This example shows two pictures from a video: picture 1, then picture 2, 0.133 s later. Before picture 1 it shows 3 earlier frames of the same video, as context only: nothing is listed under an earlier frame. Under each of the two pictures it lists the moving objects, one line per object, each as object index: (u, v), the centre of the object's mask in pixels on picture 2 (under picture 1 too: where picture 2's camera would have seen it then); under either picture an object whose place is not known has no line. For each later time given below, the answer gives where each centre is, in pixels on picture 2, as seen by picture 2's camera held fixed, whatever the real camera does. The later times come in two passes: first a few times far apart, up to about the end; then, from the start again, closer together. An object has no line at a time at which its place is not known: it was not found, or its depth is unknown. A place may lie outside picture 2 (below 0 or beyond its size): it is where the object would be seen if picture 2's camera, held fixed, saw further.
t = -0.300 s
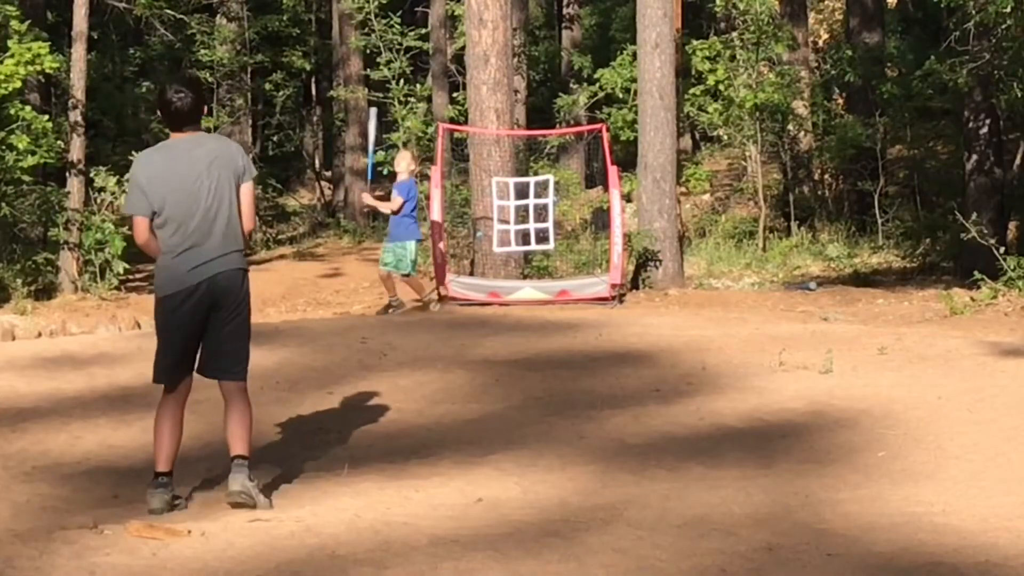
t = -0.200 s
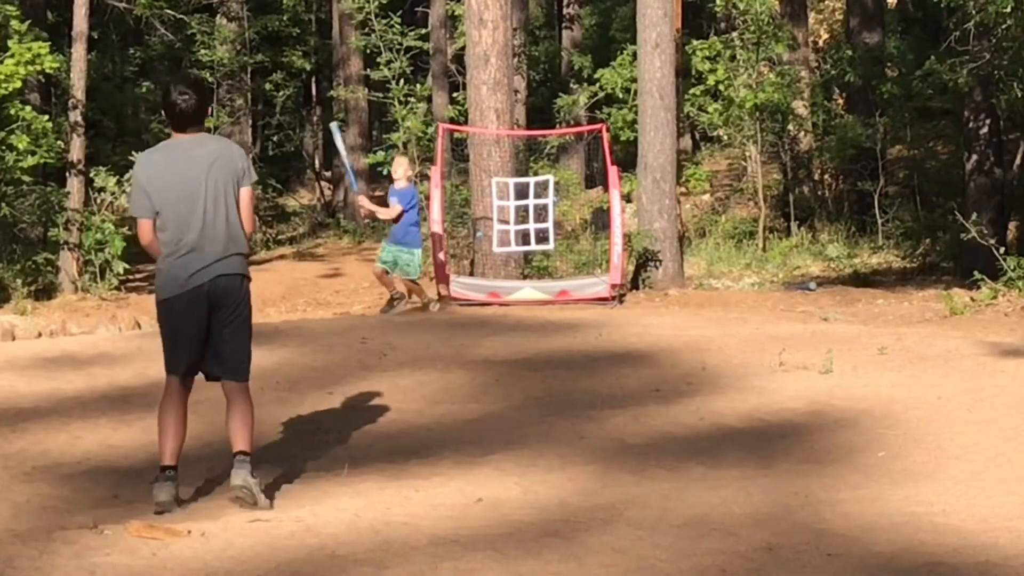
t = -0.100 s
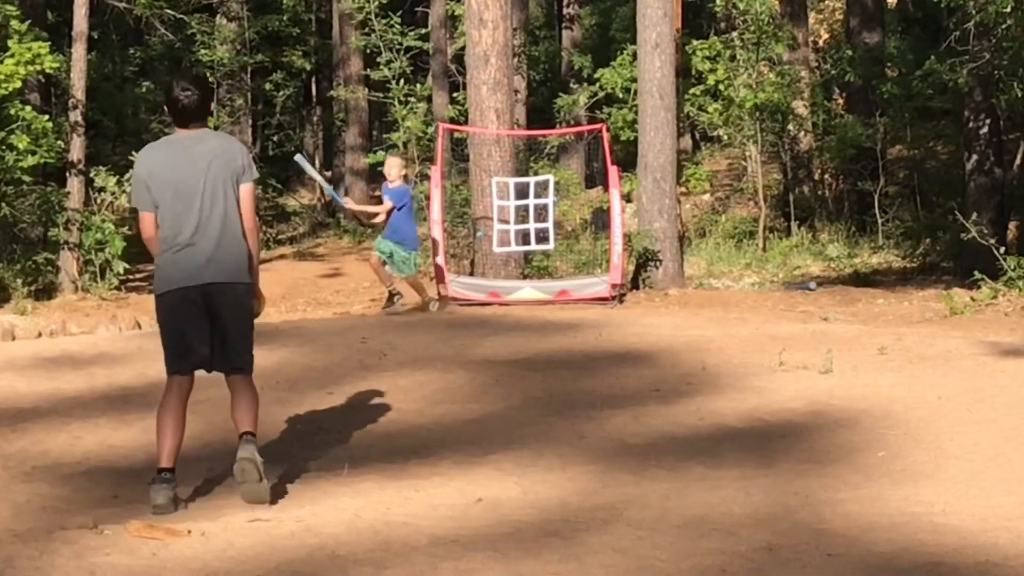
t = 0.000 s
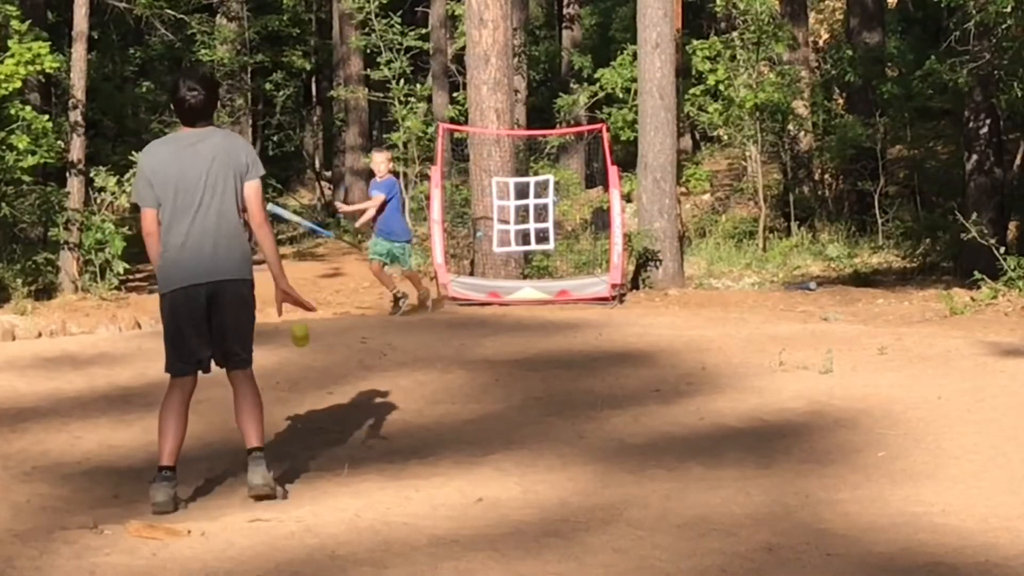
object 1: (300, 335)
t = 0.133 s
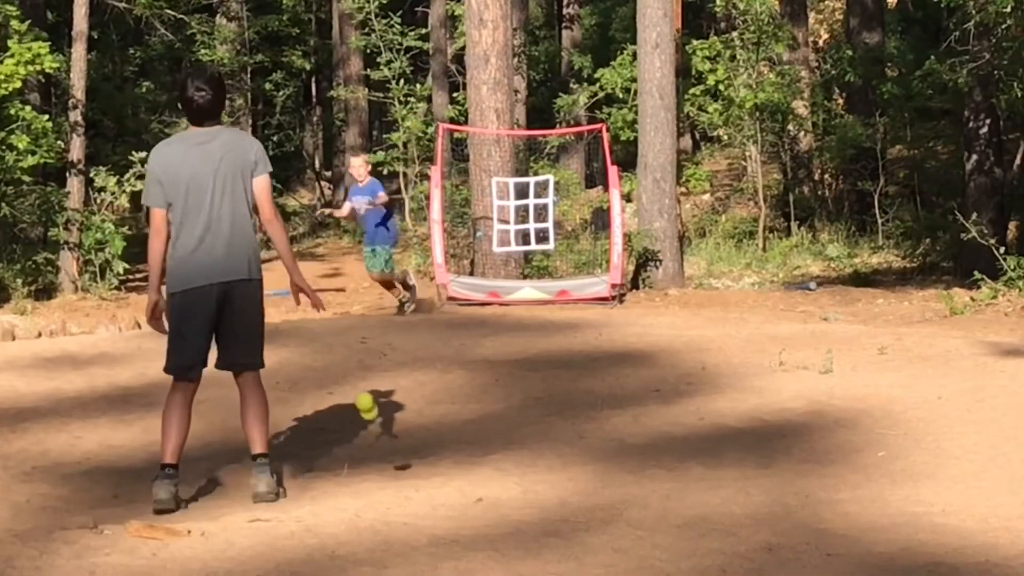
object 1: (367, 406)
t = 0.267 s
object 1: (424, 482)
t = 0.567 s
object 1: (465, 485)
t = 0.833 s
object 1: (472, 484)
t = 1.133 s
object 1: (465, 485)
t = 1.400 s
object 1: (457, 486)
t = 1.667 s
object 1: (453, 487)
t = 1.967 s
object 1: (454, 487)
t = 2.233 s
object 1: (455, 487)
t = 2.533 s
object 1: (455, 487)
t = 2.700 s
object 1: (455, 487)
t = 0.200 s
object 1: (401, 458)
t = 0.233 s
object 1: (416, 482)
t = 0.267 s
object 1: (424, 482)
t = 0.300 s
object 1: (430, 482)
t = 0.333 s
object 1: (436, 483)
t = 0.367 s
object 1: (441, 484)
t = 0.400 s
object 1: (447, 483)
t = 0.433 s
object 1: (451, 483)
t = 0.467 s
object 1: (455, 483)
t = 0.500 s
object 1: (459, 485)
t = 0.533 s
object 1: (462, 485)
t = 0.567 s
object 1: (465, 485)
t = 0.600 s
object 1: (467, 484)
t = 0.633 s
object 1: (469, 484)
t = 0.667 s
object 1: (471, 484)
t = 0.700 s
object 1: (471, 484)
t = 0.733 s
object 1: (472, 484)
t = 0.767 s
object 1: (472, 484)
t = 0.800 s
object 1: (472, 484)
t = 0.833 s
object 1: (472, 484)
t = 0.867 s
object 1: (471, 484)
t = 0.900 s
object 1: (471, 484)
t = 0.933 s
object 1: (470, 484)
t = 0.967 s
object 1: (469, 484)
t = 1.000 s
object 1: (469, 484)
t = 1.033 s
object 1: (468, 484)
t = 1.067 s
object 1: (467, 485)
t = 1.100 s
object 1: (466, 485)
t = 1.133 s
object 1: (465, 485)
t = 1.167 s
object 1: (464, 485)
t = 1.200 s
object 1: (463, 485)
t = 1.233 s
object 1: (462, 485)
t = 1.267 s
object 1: (461, 485)
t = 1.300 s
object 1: (460, 485)
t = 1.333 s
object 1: (459, 486)
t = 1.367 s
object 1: (459, 486)
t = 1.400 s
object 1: (457, 486)
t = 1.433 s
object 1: (456, 486)
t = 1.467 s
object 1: (455, 486)
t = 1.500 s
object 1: (454, 487)
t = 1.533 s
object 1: (453, 487)
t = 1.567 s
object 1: (452, 487)
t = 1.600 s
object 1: (452, 487)
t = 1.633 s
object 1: (452, 487)
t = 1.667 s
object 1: (453, 487)
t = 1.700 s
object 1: (453, 487)
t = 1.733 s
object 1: (454, 487)
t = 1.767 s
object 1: (455, 487)
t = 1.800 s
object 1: (455, 487)
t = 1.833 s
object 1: (455, 487)
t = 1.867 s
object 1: (455, 487)
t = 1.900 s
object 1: (455, 487)
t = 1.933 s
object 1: (454, 487)
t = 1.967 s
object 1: (454, 487)
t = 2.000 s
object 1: (455, 487)
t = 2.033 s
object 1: (455, 487)
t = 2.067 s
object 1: (455, 487)
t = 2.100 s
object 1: (455, 487)
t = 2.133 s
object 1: (455, 487)
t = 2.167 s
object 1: (455, 487)
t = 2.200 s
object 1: (455, 487)
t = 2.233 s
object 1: (455, 487)
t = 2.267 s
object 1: (455, 487)
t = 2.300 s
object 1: (455, 487)
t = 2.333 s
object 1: (455, 487)
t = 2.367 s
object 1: (455, 487)
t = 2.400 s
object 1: (455, 487)
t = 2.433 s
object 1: (455, 487)
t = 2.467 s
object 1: (455, 487)
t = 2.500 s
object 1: (455, 487)
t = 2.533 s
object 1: (455, 487)
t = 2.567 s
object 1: (455, 487)
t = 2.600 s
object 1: (455, 487)
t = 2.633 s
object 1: (455, 487)
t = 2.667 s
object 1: (455, 487)
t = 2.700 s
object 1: (455, 487)
